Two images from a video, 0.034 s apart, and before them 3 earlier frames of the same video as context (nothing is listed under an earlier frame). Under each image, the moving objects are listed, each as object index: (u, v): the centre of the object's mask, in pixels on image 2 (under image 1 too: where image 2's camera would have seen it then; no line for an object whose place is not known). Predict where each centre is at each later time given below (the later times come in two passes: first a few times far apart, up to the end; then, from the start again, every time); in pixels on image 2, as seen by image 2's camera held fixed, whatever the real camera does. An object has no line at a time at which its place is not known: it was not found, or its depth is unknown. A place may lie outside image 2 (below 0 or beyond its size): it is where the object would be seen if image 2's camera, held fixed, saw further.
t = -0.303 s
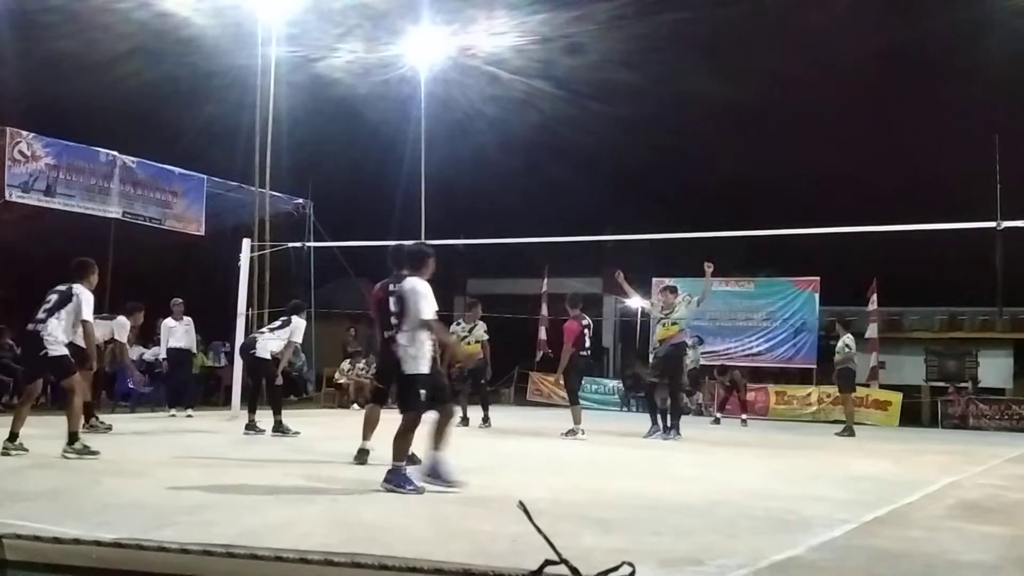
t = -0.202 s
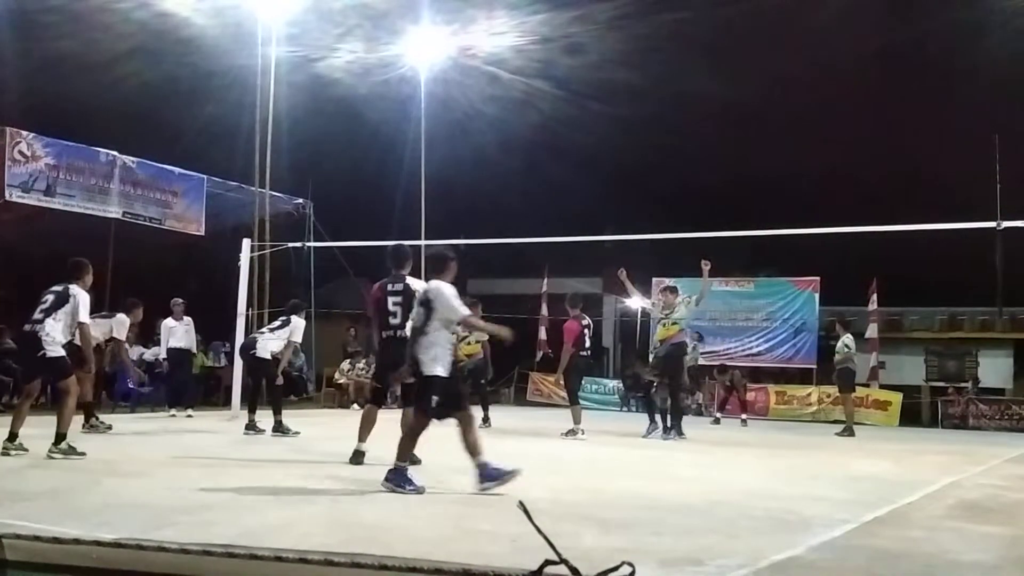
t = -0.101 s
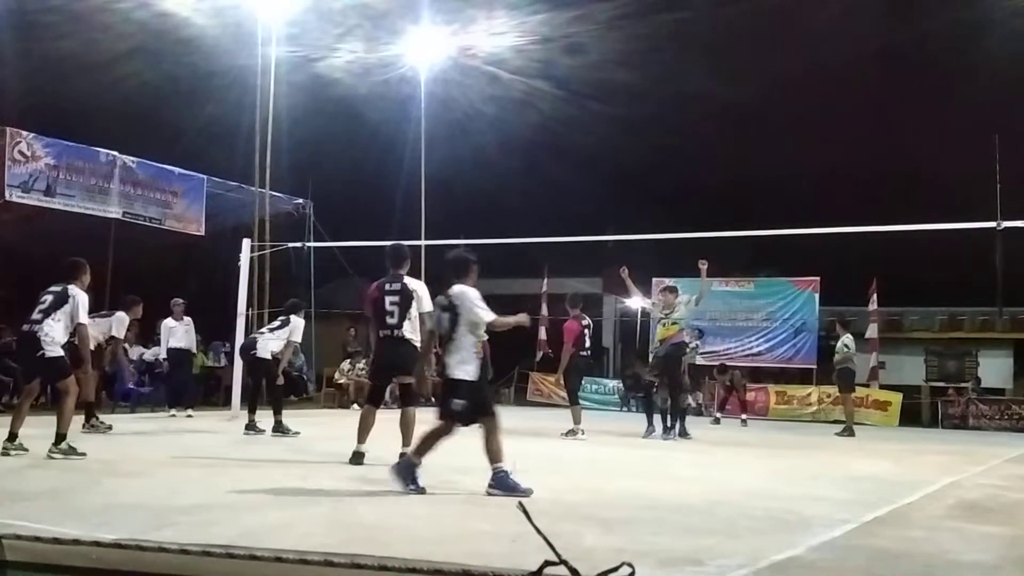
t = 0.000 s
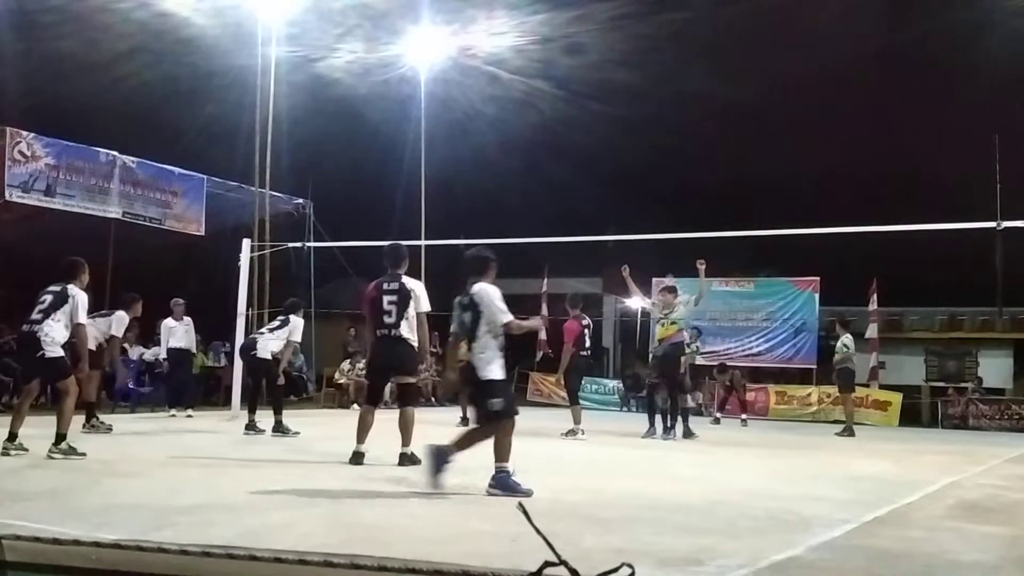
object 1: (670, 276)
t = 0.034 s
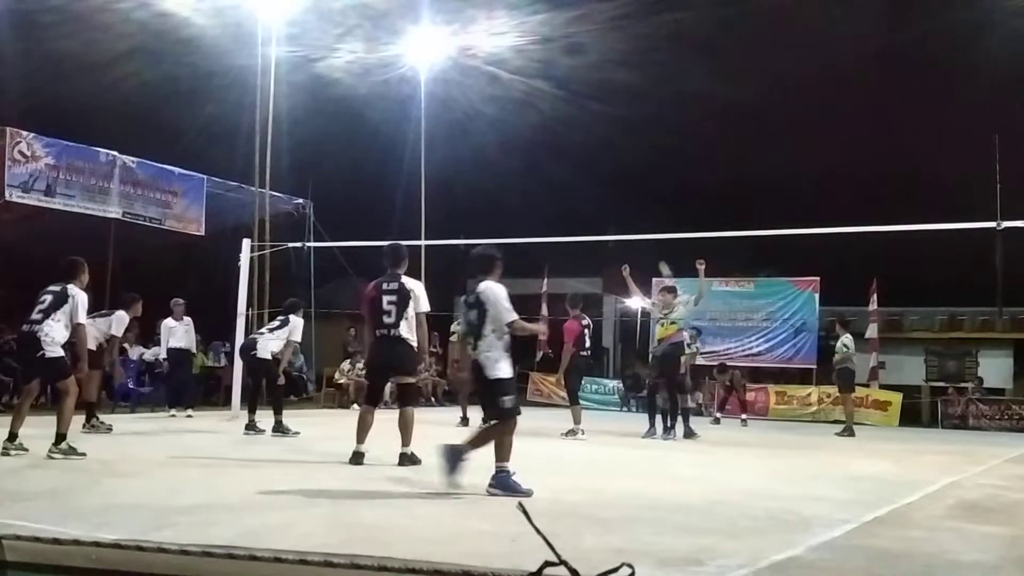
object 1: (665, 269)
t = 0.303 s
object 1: (604, 182)
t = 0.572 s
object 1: (536, 124)
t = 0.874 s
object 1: (445, 116)
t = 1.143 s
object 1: (342, 176)
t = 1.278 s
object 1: (281, 238)
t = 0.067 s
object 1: (658, 258)
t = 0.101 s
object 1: (651, 246)
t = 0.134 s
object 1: (643, 234)
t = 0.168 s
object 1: (636, 223)
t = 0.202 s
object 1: (628, 212)
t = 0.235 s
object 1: (620, 201)
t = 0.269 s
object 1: (613, 191)
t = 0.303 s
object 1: (604, 182)
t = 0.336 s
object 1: (596, 173)
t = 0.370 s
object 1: (588, 164)
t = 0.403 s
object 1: (580, 156)
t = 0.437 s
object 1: (571, 148)
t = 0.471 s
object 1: (563, 140)
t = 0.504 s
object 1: (554, 134)
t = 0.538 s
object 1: (545, 129)
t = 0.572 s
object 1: (536, 124)
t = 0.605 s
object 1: (527, 120)
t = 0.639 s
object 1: (517, 116)
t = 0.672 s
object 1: (508, 113)
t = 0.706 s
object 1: (498, 112)
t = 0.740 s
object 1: (488, 111)
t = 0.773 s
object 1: (478, 110)
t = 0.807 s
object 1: (466, 111)
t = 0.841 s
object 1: (455, 113)
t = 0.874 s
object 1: (445, 116)
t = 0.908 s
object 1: (433, 120)
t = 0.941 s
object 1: (421, 124)
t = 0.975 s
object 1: (409, 130)
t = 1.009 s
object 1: (396, 136)
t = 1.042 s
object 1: (383, 144)
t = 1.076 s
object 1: (370, 153)
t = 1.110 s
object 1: (356, 164)
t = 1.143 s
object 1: (342, 176)
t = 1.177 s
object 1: (327, 190)
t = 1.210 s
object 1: (312, 205)
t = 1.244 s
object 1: (296, 222)
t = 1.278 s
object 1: (281, 238)
